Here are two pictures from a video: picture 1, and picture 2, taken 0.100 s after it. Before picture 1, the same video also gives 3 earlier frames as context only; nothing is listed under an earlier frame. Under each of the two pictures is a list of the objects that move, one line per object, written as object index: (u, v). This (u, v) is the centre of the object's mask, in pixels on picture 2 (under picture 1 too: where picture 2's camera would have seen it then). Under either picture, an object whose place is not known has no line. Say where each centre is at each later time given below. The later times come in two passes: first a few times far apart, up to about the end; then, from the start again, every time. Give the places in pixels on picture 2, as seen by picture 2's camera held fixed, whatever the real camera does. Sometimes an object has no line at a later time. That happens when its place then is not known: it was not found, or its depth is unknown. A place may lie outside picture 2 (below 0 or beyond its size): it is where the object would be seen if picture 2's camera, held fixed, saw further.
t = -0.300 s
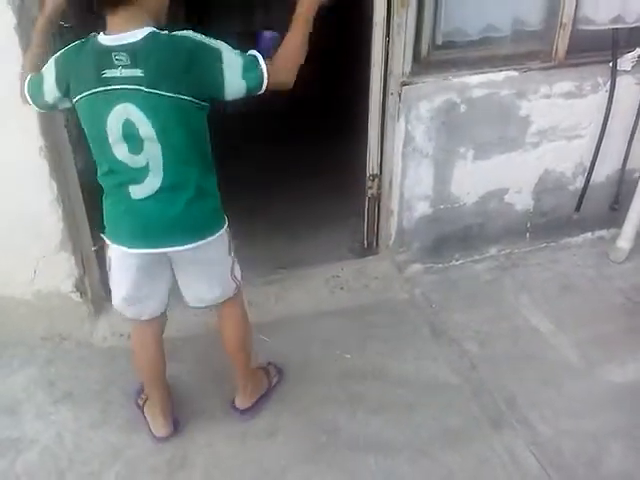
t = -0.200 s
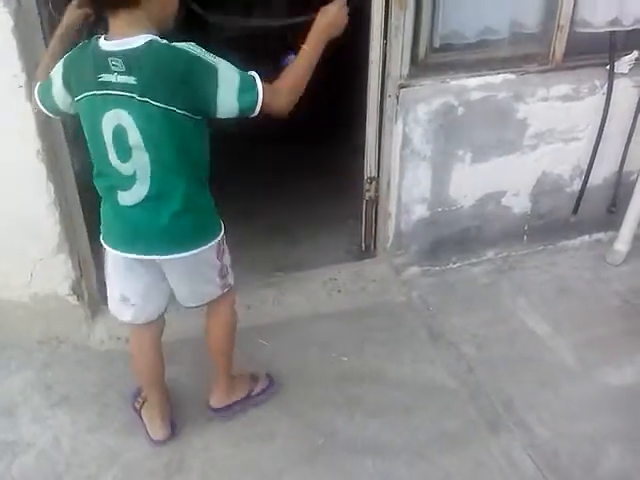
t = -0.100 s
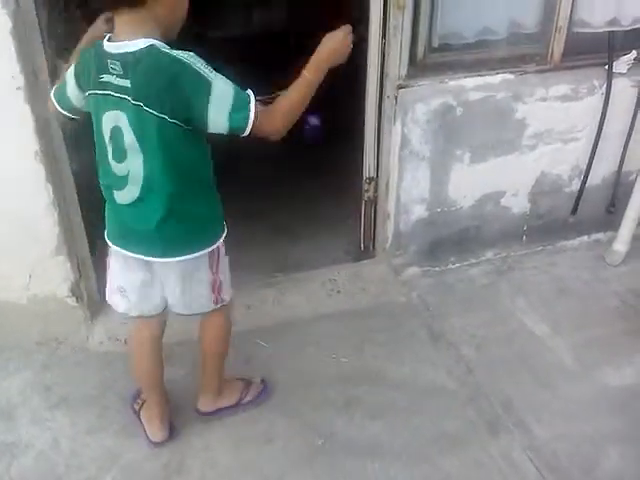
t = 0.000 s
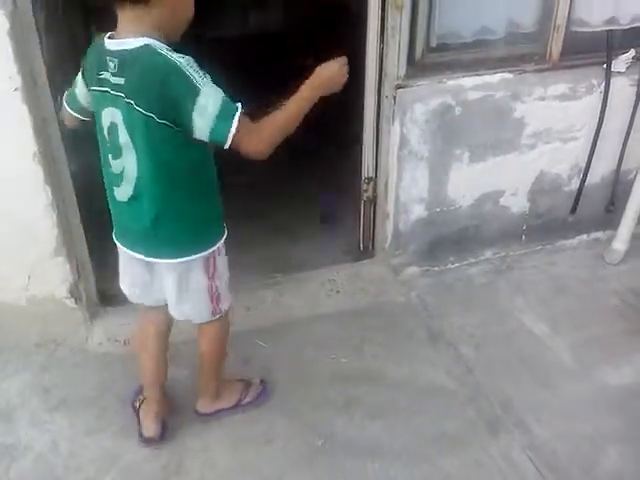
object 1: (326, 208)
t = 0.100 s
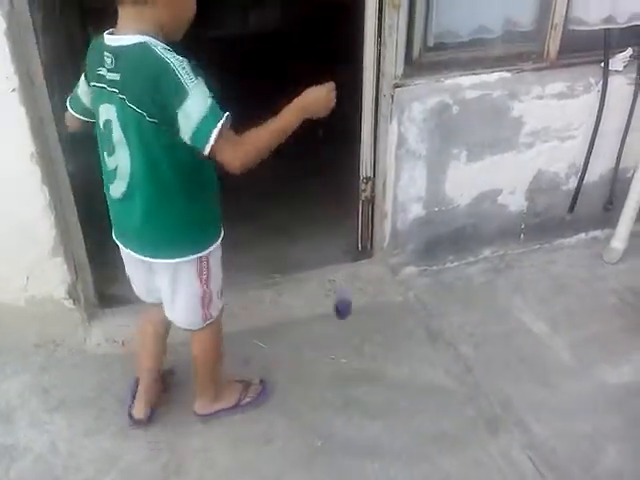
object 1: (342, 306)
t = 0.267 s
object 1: (347, 343)
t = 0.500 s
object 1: (341, 404)
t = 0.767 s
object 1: (327, 427)
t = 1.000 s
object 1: (319, 436)
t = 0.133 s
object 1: (347, 342)
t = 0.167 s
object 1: (347, 345)
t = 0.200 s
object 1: (347, 342)
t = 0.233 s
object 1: (347, 341)
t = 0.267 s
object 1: (347, 343)
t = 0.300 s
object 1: (346, 349)
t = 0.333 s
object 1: (346, 358)
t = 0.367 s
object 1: (345, 370)
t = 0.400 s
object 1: (345, 385)
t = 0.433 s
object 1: (344, 401)
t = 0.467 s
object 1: (341, 403)
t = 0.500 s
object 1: (341, 404)
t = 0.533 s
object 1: (340, 408)
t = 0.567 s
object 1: (338, 414)
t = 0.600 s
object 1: (337, 419)
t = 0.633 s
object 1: (337, 421)
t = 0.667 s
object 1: (335, 424)
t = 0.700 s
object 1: (332, 426)
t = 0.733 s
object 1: (330, 426)
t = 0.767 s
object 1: (327, 427)
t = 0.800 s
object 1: (327, 427)
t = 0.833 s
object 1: (325, 428)
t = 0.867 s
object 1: (324, 429)
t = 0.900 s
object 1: (321, 431)
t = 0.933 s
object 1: (321, 432)
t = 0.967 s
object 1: (320, 435)
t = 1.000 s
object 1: (319, 436)
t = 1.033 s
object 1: (319, 438)
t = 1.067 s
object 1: (319, 439)
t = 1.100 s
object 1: (319, 441)
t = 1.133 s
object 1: (320, 443)
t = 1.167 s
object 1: (320, 443)
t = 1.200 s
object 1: (321, 444)
